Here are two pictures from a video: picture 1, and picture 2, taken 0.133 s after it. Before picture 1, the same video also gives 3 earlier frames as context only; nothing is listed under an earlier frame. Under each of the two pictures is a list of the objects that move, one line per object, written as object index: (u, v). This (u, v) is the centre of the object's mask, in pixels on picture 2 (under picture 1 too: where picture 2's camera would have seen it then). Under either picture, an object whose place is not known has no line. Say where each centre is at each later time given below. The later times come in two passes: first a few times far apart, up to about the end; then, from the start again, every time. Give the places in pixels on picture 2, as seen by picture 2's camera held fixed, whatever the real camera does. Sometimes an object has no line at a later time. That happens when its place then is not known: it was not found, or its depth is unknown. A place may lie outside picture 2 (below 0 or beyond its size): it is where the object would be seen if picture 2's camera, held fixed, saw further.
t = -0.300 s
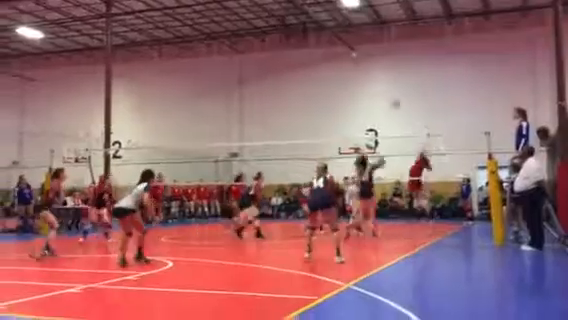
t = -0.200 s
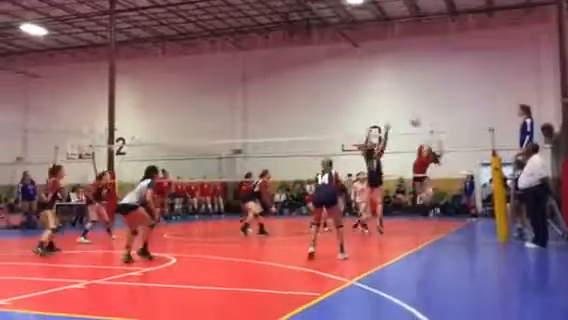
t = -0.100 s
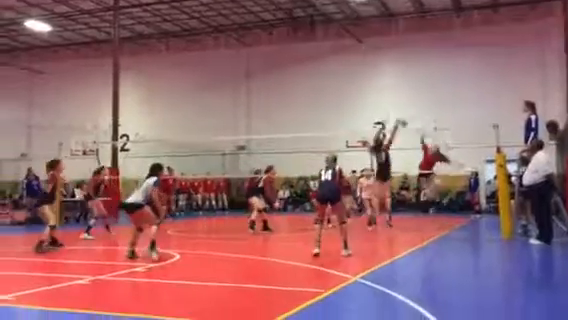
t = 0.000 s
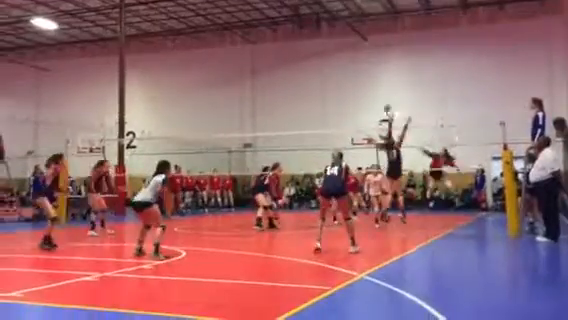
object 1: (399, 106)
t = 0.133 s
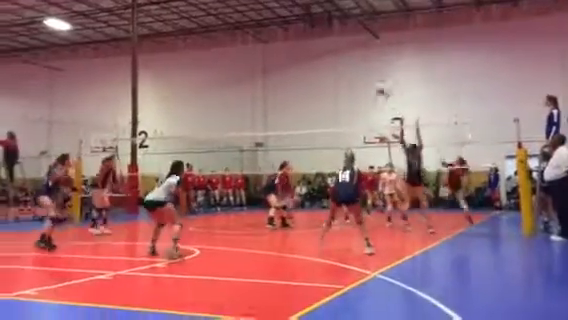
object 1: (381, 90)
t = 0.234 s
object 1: (367, 84)
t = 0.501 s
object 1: (332, 86)
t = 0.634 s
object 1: (315, 101)
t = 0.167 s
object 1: (376, 89)
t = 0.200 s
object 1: (372, 85)
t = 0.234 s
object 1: (367, 84)
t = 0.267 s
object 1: (362, 83)
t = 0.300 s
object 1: (359, 83)
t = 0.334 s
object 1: (354, 80)
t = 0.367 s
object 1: (351, 80)
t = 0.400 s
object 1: (346, 81)
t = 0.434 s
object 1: (341, 82)
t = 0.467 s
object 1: (337, 83)
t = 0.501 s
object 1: (332, 86)
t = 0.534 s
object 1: (328, 88)
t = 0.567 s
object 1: (324, 90)
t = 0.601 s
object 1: (317, 97)
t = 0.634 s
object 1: (315, 101)
